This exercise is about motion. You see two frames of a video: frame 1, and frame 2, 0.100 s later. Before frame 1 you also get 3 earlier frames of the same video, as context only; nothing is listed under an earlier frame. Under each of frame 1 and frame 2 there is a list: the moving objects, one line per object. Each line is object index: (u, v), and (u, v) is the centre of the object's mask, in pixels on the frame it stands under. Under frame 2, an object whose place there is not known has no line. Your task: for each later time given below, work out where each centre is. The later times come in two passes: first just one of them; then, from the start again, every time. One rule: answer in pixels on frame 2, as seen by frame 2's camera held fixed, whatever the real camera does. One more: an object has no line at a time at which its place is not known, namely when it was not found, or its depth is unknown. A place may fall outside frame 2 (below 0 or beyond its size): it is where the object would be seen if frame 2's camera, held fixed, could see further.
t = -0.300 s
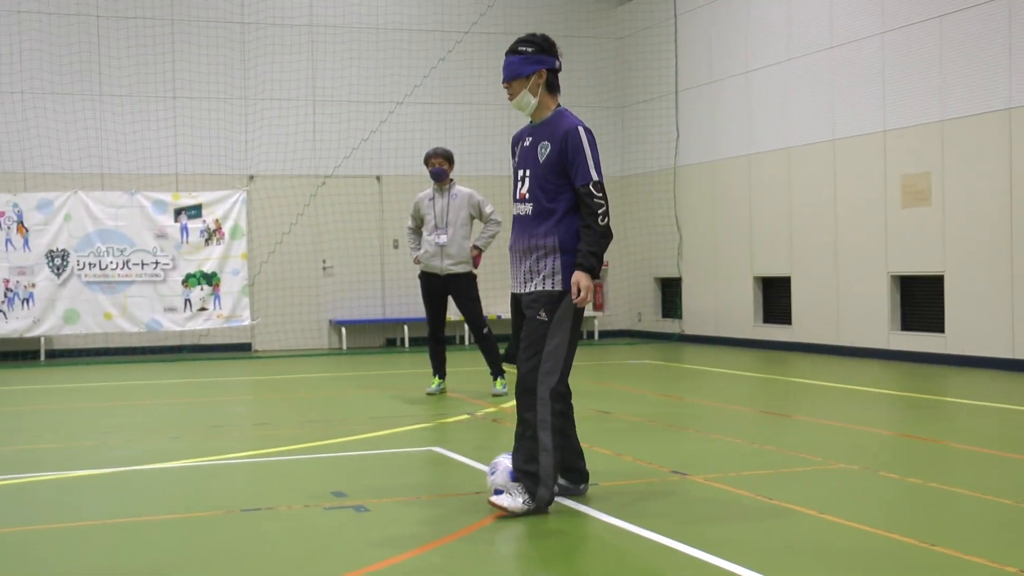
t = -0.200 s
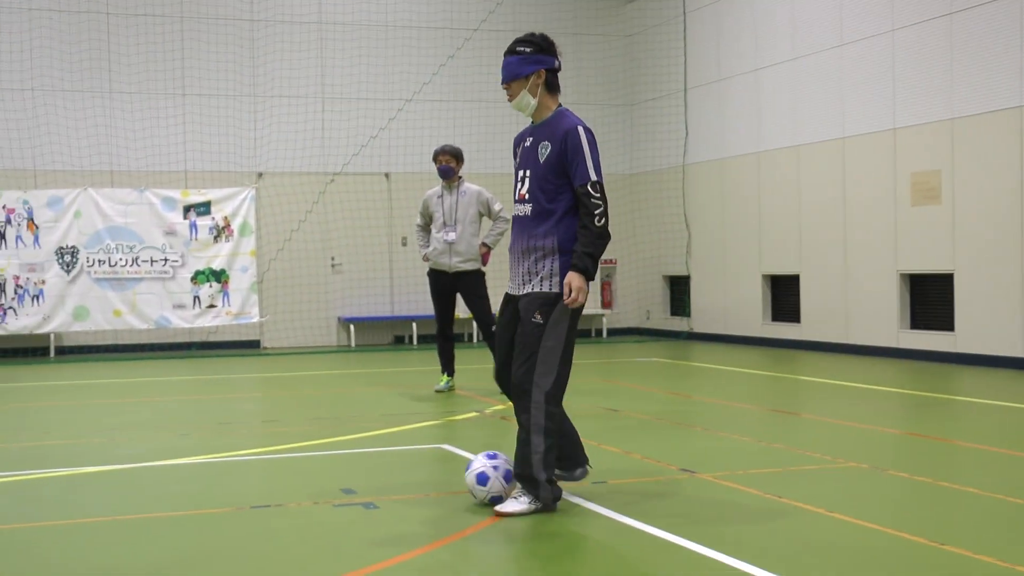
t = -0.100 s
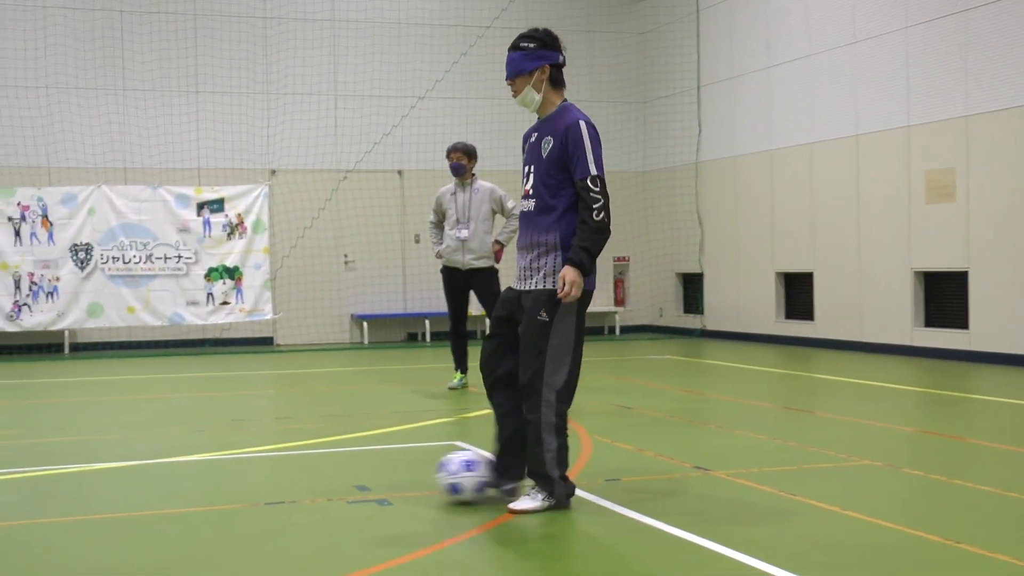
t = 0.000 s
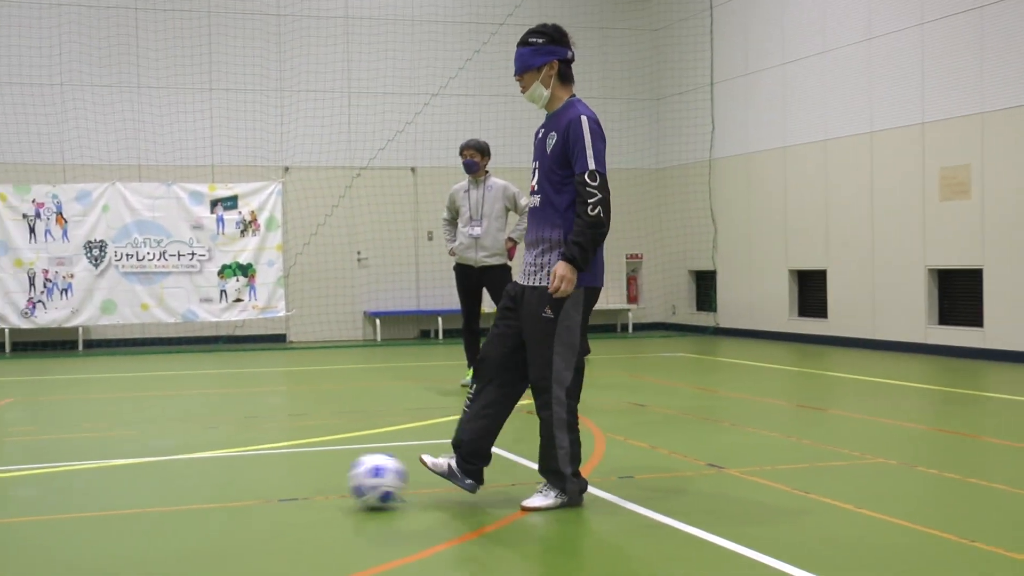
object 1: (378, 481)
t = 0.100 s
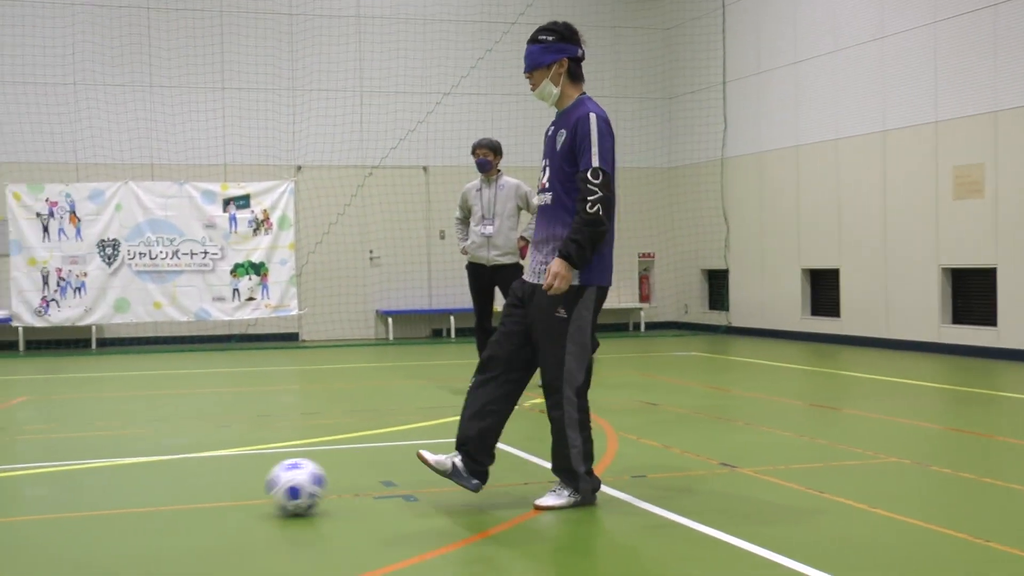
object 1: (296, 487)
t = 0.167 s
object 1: (234, 492)
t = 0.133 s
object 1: (265, 489)
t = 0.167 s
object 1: (234, 492)
